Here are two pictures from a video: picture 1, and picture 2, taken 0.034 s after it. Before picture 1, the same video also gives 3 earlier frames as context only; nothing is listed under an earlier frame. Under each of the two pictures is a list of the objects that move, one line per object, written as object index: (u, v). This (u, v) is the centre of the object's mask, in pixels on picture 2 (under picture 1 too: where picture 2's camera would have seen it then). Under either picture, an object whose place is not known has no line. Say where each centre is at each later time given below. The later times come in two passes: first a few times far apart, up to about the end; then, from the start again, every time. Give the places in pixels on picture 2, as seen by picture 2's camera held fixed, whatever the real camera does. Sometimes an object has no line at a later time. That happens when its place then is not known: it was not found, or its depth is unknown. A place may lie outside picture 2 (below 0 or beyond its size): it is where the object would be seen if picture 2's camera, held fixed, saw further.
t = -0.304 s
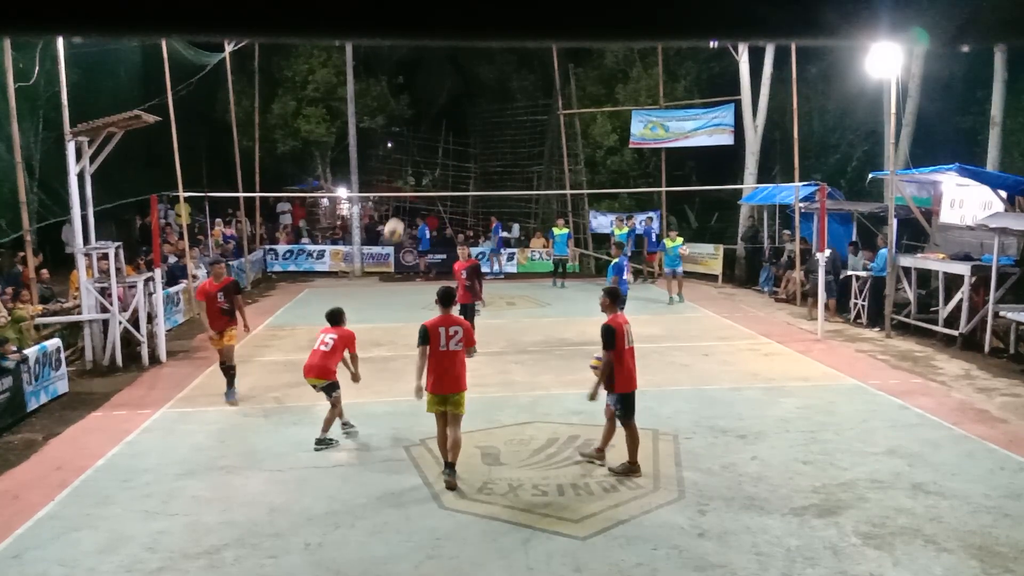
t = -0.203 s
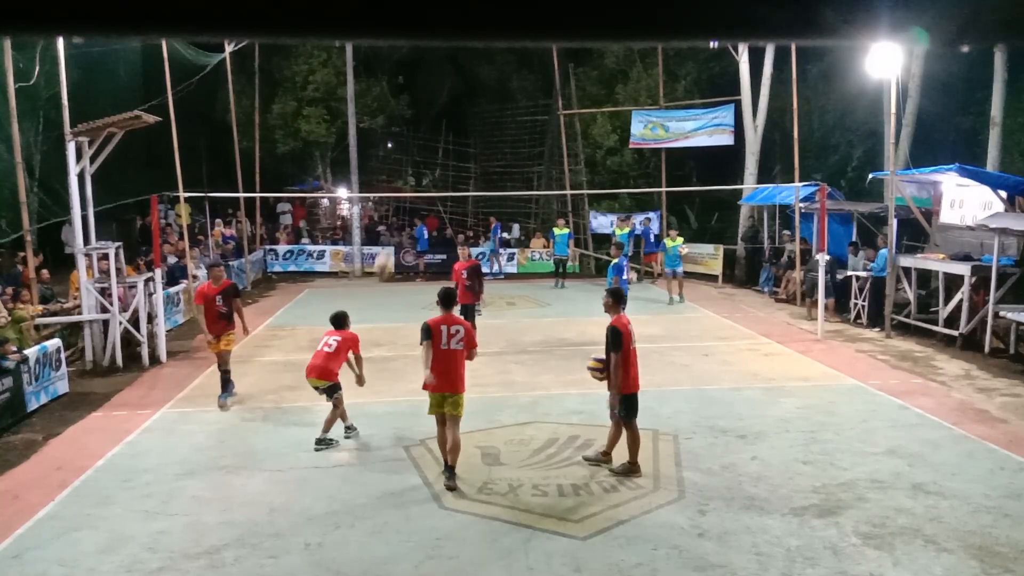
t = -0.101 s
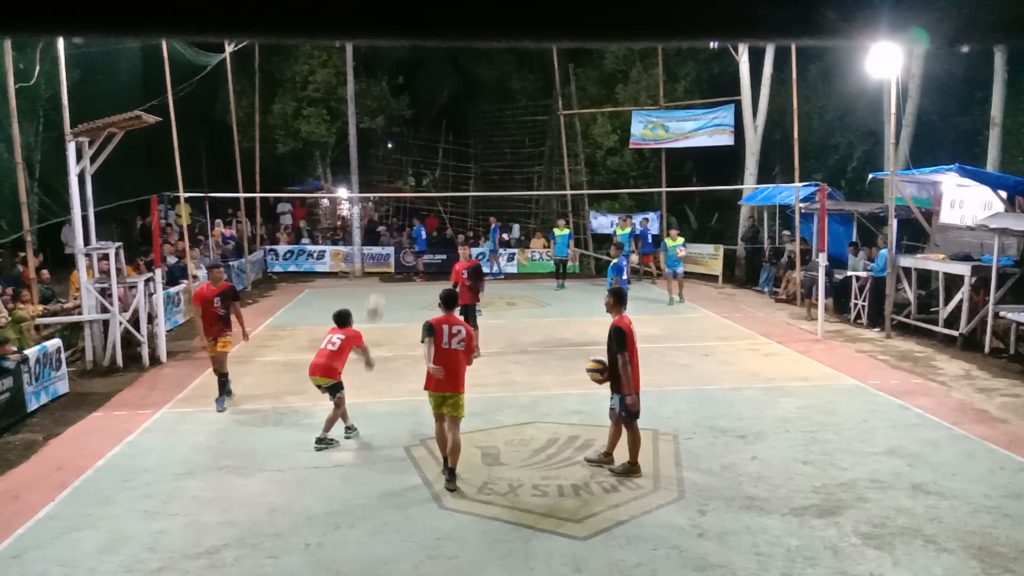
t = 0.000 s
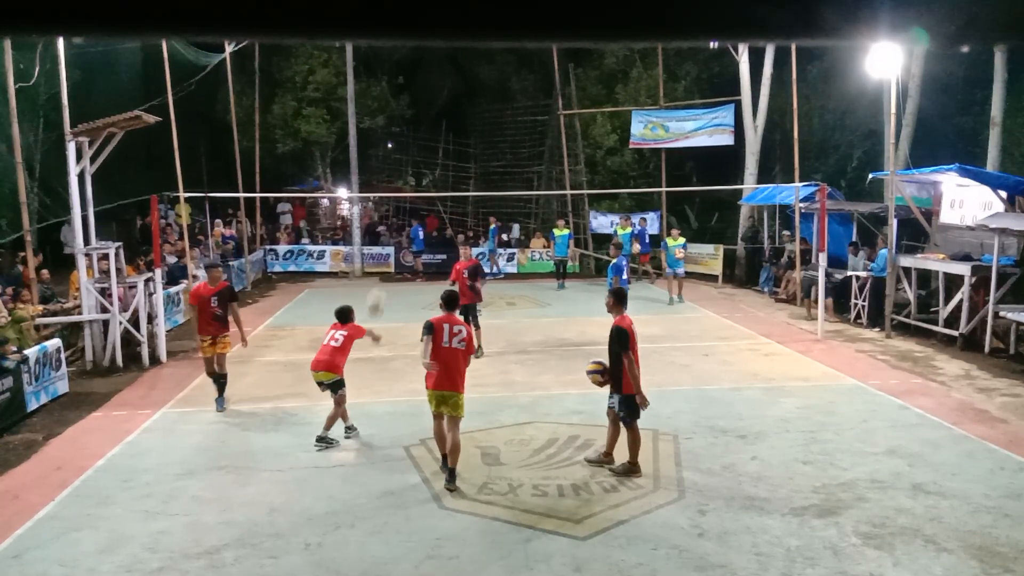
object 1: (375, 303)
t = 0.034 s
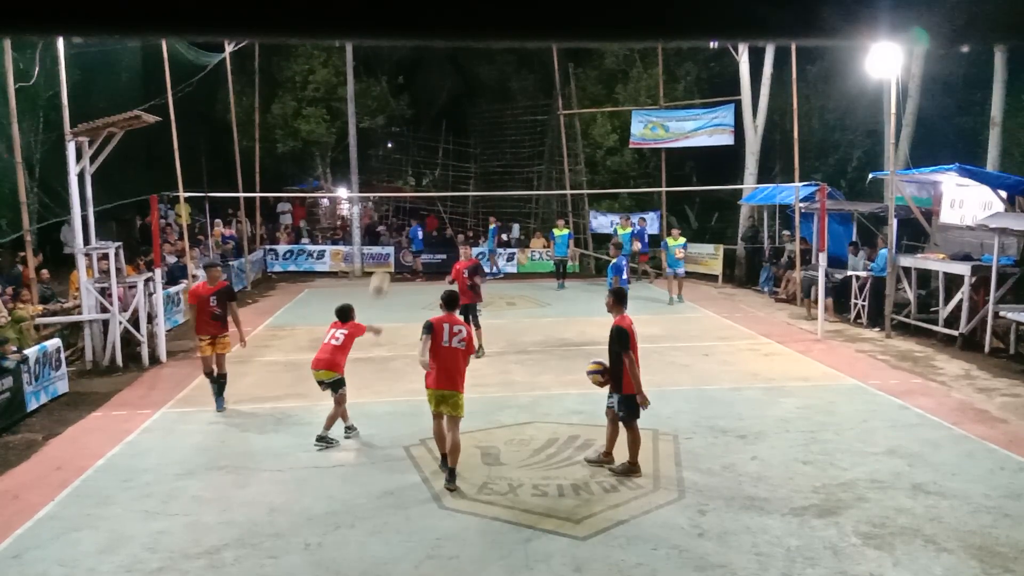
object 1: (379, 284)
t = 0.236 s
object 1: (399, 205)
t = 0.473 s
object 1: (420, 160)
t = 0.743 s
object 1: (440, 166)
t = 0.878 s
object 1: (450, 188)
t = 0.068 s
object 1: (384, 269)
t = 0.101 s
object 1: (387, 253)
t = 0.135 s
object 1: (390, 236)
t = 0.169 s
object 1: (394, 226)
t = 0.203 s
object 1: (397, 215)
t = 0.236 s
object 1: (399, 205)
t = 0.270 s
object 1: (403, 195)
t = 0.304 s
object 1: (406, 185)
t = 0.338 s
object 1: (409, 179)
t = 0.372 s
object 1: (412, 173)
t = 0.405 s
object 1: (415, 167)
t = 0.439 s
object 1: (417, 163)
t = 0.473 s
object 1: (420, 160)
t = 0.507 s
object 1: (423, 158)
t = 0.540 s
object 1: (425, 157)
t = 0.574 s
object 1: (428, 156)
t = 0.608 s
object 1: (430, 156)
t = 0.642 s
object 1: (433, 158)
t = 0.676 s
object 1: (435, 160)
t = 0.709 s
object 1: (438, 162)
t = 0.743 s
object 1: (440, 166)
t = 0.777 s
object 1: (443, 171)
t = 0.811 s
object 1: (445, 176)
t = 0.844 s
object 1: (448, 182)
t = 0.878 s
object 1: (450, 188)
